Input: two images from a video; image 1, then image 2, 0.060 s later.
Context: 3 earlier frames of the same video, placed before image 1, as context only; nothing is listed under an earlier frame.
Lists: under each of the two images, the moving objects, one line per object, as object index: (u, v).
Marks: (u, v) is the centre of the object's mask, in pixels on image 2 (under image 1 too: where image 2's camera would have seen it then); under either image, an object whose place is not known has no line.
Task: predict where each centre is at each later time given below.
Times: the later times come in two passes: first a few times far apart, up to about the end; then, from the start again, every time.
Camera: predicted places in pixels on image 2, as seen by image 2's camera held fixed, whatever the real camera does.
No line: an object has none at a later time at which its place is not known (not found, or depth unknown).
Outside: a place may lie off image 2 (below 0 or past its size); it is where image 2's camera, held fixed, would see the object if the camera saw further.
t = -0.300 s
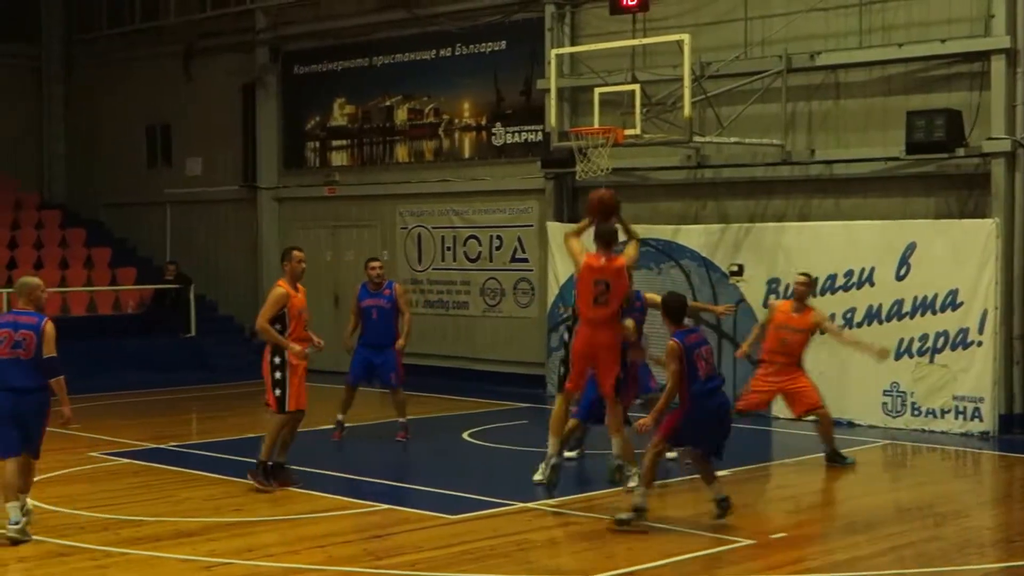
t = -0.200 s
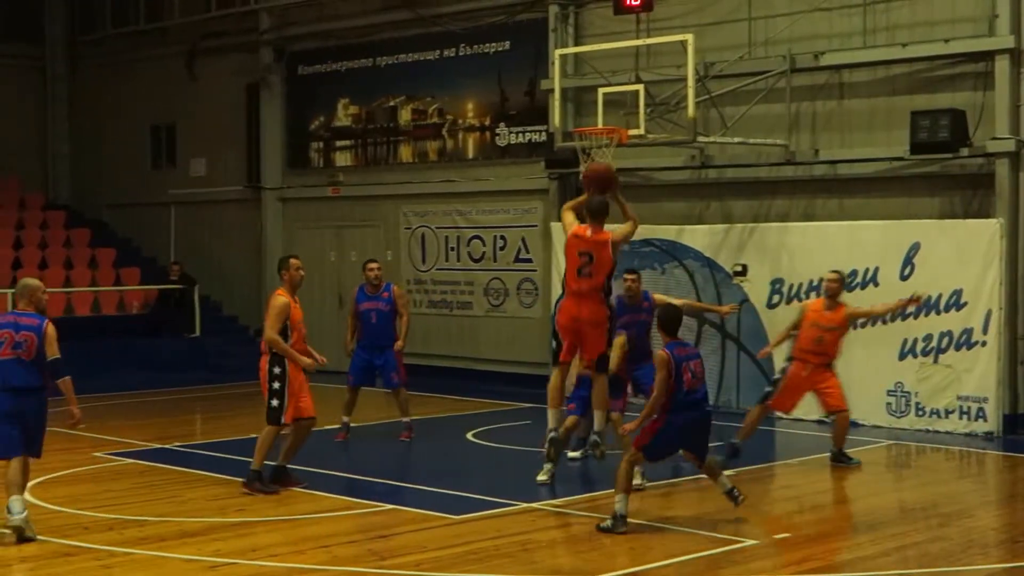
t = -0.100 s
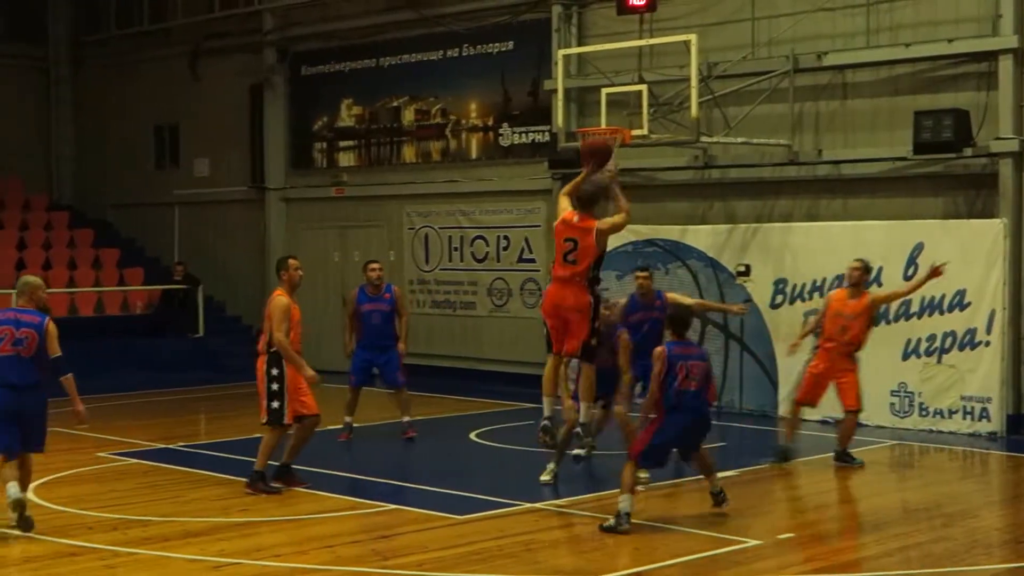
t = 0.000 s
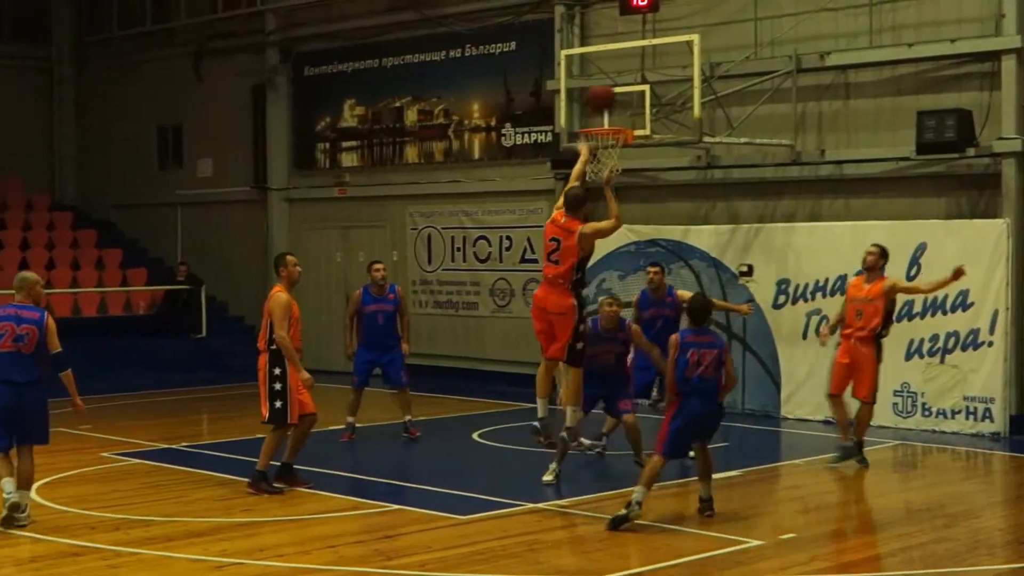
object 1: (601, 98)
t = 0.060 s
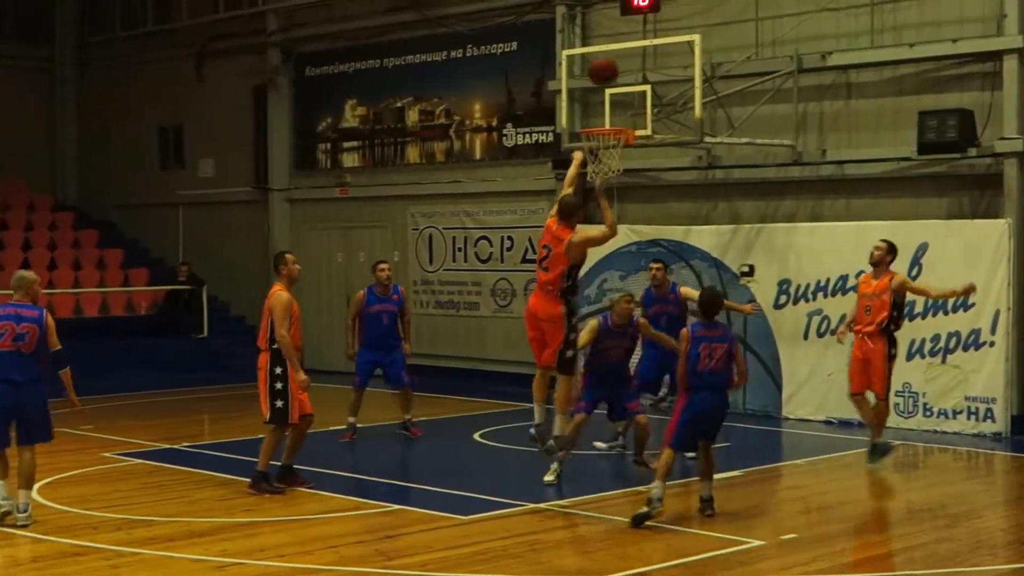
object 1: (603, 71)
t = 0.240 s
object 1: (604, 20)
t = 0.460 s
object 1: (607, 13)
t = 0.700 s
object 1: (609, 65)
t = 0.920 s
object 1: (608, 100)
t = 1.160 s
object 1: (606, 73)
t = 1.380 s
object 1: (605, 94)
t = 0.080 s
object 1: (603, 63)
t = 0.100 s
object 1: (603, 56)
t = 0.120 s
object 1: (604, 49)
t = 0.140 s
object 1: (604, 43)
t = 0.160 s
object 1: (604, 37)
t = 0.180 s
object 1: (604, 32)
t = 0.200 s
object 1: (604, 28)
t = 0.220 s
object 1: (604, 24)
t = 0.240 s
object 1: (604, 20)
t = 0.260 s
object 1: (605, 17)
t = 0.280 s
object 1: (605, 15)
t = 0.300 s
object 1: (606, 13)
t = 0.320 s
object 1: (606, 12)
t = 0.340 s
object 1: (606, 11)
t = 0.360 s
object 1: (606, 11)
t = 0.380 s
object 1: (606, 11)
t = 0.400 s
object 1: (606, 11)
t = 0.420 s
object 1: (606, 11)
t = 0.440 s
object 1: (606, 12)
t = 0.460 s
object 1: (607, 13)
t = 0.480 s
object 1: (607, 15)
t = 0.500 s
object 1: (607, 17)
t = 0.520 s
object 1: (607, 17)
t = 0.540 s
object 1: (607, 25)
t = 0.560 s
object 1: (607, 28)
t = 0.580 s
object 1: (608, 32)
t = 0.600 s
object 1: (608, 36)
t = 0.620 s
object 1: (608, 39)
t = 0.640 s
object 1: (608, 45)
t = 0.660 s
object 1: (608, 52)
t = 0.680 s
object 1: (608, 59)
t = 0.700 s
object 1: (609, 65)
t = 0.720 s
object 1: (608, 70)
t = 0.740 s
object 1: (608, 77)
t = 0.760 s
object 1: (608, 84)
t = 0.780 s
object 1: (609, 91)
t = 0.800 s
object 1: (607, 95)
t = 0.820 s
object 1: (608, 108)
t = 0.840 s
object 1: (609, 118)
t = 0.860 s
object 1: (609, 118)
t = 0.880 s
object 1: (608, 111)
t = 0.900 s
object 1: (608, 106)
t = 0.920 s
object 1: (608, 100)
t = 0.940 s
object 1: (608, 96)
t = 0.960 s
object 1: (608, 91)
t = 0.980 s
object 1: (608, 87)
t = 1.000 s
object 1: (608, 84)
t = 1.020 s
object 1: (607, 82)
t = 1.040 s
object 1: (607, 79)
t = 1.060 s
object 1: (607, 77)
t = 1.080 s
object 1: (606, 76)
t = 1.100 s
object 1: (607, 74)
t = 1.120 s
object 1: (607, 73)
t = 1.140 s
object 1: (606, 73)
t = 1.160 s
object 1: (606, 73)
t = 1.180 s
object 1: (606, 73)
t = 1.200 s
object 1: (606, 73)
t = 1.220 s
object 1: (606, 73)
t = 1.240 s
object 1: (606, 73)
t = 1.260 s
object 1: (606, 74)
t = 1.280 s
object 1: (606, 78)
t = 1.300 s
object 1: (605, 80)
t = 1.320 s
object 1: (606, 84)
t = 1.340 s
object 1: (605, 86)
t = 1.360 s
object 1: (605, 90)
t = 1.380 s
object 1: (605, 94)
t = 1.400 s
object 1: (604, 98)
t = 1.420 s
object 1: (603, 103)
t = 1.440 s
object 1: (603, 108)
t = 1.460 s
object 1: (602, 110)
